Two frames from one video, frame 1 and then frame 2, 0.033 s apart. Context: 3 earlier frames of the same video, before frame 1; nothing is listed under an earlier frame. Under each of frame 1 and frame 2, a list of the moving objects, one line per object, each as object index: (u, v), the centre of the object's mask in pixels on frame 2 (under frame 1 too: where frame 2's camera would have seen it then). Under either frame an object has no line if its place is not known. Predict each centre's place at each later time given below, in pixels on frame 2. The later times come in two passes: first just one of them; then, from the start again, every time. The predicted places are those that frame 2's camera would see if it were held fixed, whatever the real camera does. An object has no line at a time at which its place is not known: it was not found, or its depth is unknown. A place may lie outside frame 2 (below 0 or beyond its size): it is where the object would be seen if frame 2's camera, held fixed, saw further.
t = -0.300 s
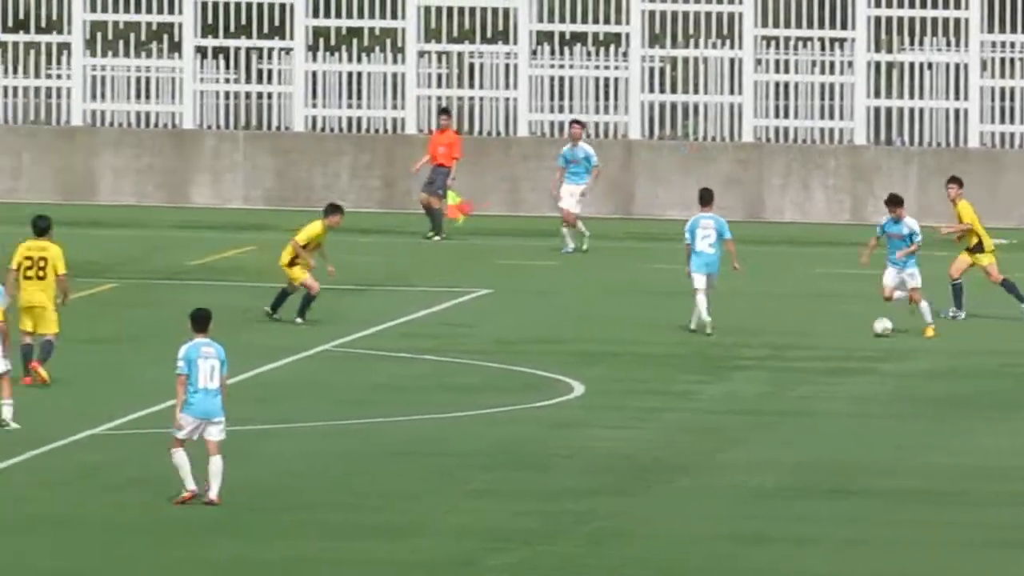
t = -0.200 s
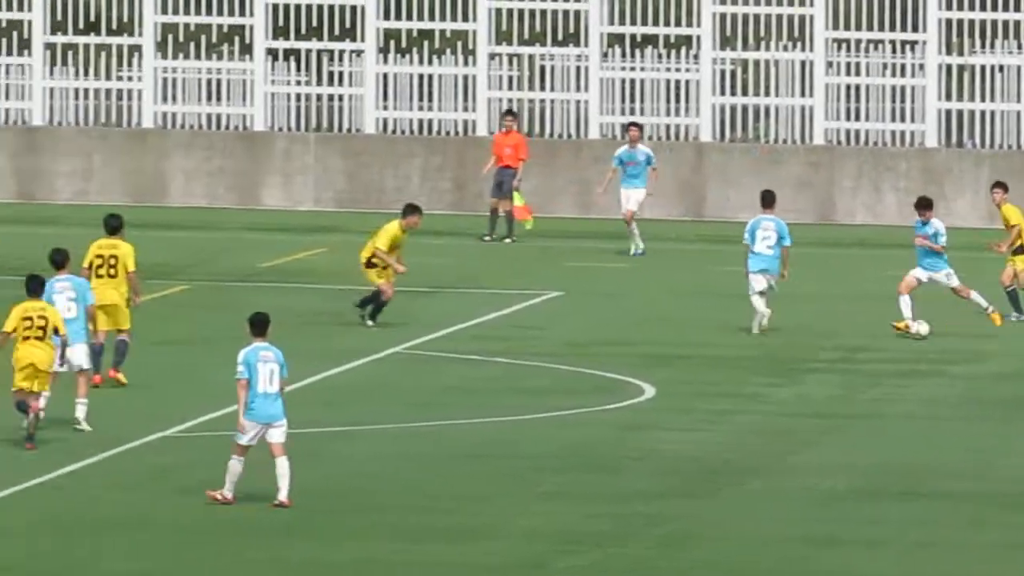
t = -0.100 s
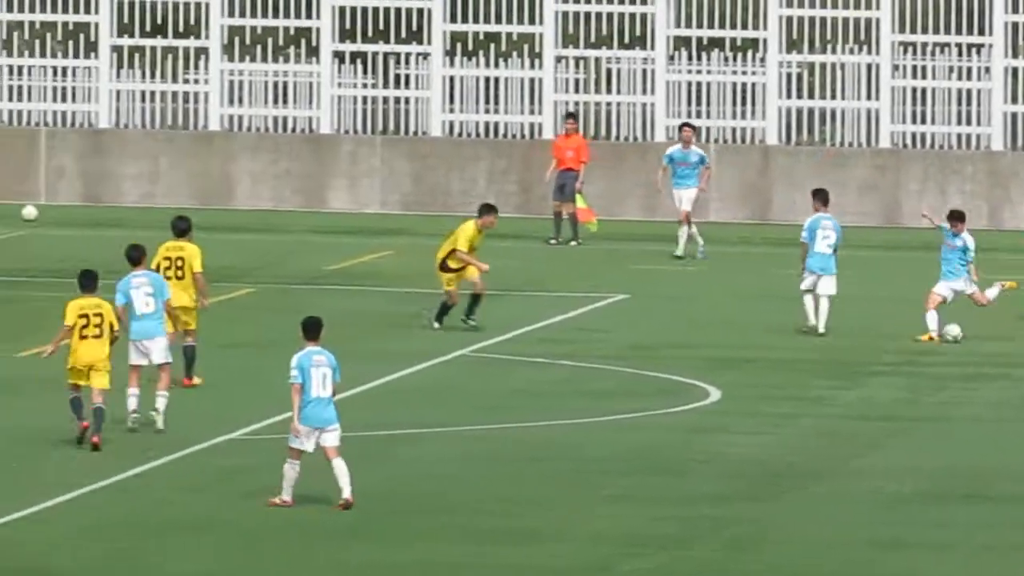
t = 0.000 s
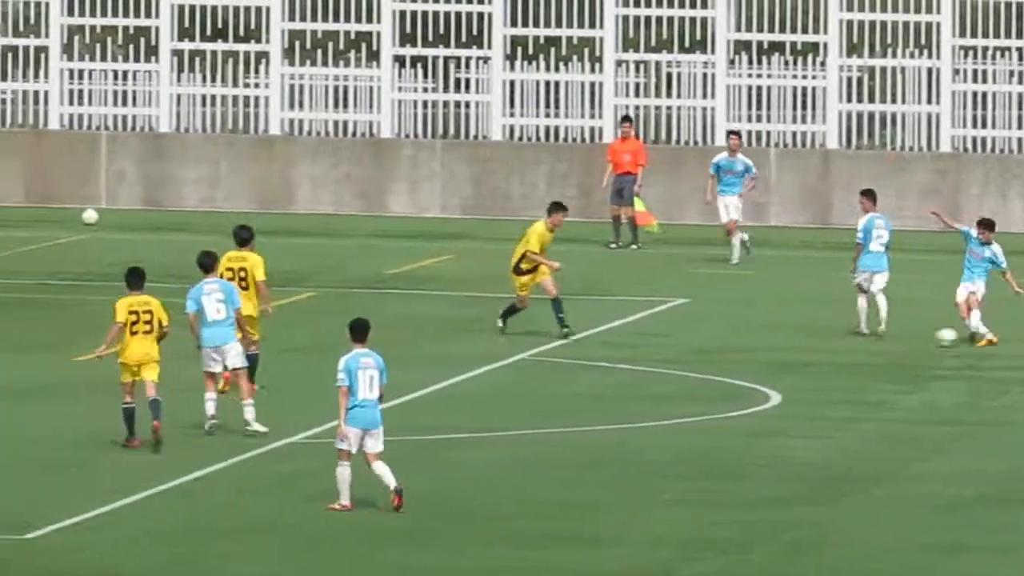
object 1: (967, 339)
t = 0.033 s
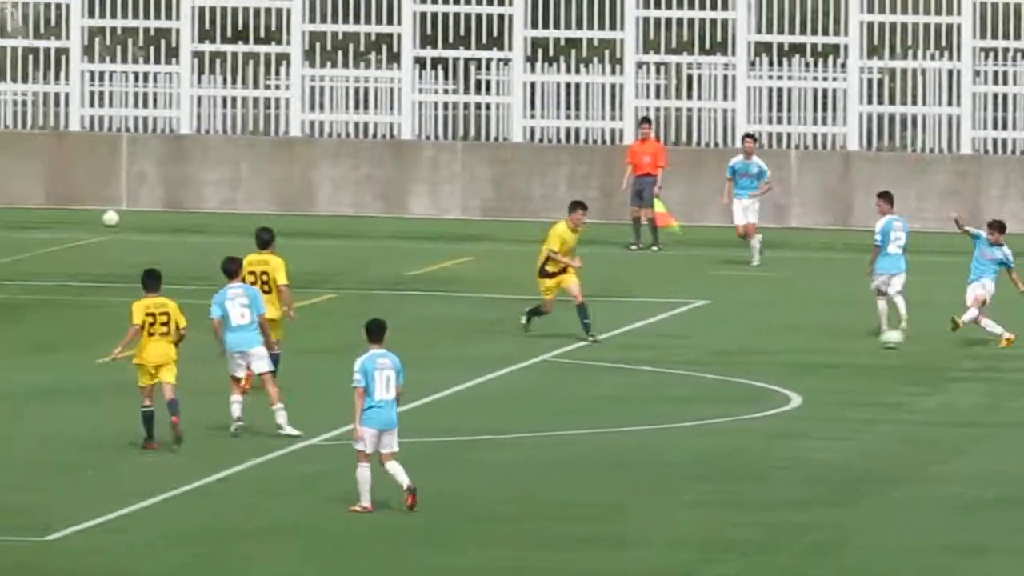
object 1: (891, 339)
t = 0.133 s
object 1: (673, 337)
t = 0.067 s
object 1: (817, 338)
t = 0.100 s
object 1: (744, 338)
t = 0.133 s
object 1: (673, 337)
